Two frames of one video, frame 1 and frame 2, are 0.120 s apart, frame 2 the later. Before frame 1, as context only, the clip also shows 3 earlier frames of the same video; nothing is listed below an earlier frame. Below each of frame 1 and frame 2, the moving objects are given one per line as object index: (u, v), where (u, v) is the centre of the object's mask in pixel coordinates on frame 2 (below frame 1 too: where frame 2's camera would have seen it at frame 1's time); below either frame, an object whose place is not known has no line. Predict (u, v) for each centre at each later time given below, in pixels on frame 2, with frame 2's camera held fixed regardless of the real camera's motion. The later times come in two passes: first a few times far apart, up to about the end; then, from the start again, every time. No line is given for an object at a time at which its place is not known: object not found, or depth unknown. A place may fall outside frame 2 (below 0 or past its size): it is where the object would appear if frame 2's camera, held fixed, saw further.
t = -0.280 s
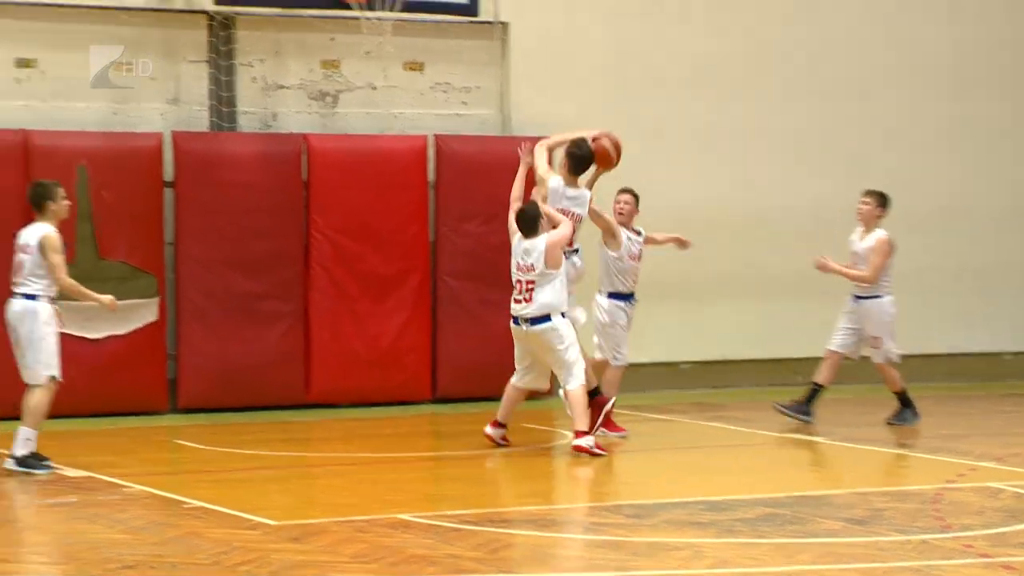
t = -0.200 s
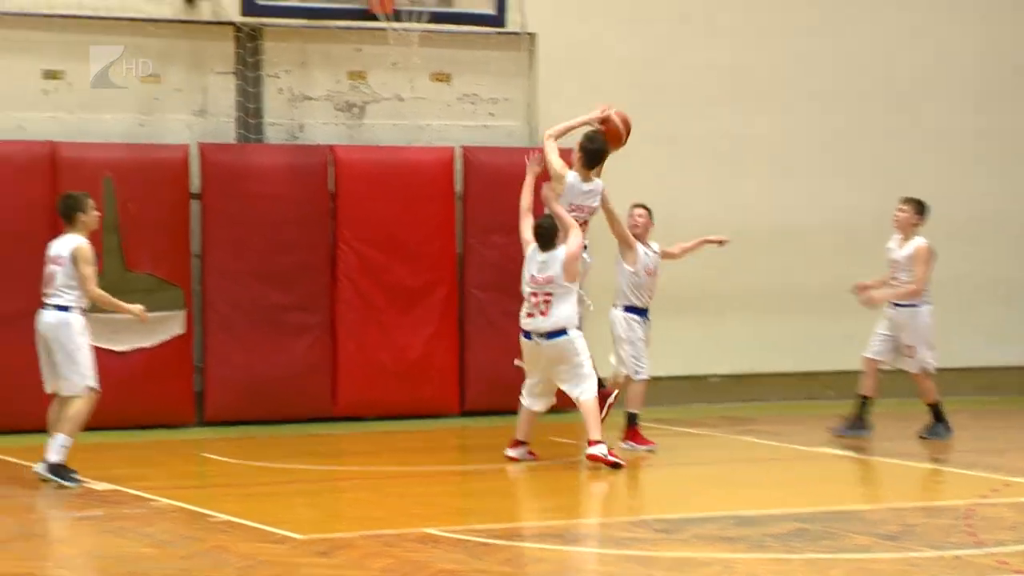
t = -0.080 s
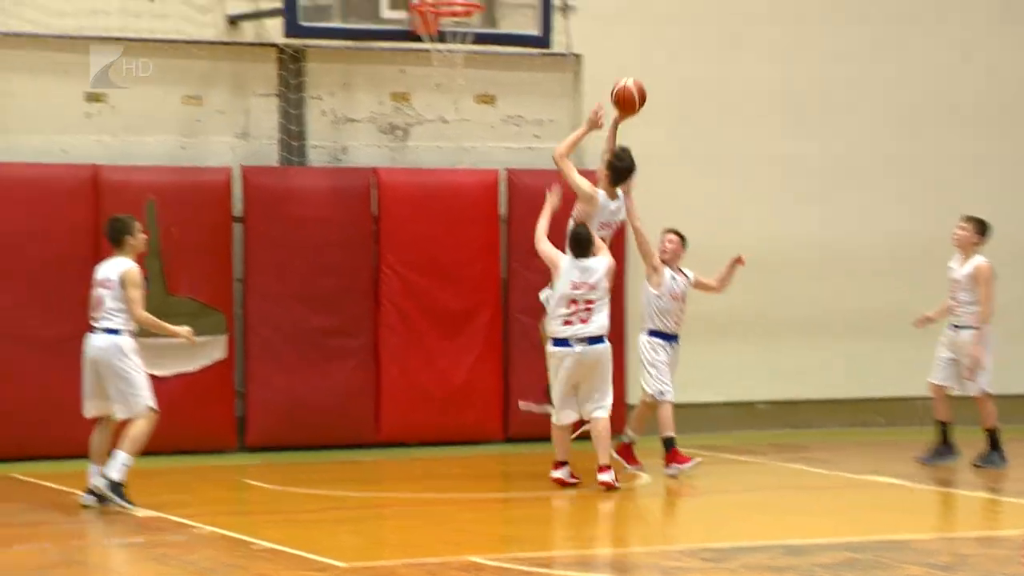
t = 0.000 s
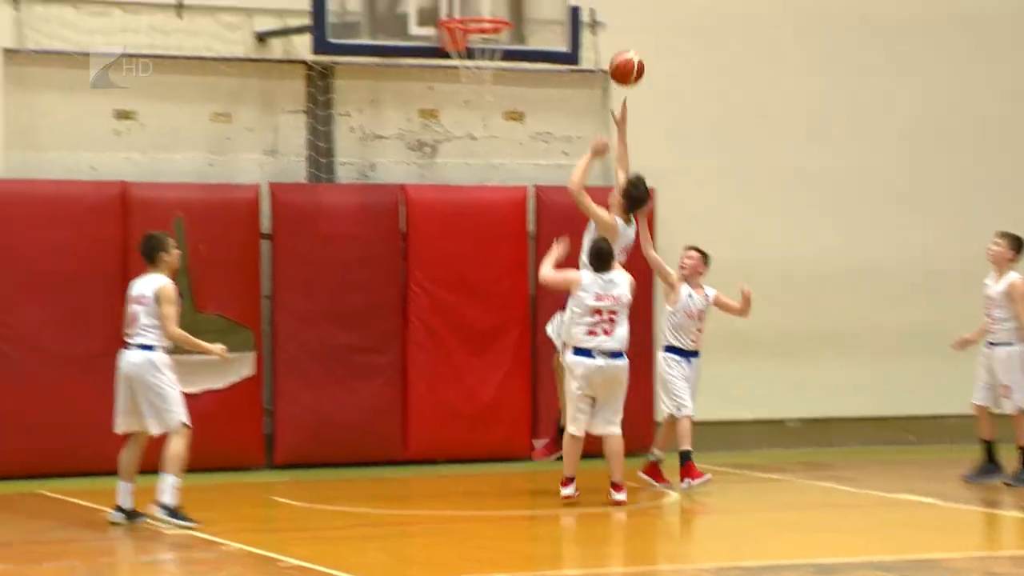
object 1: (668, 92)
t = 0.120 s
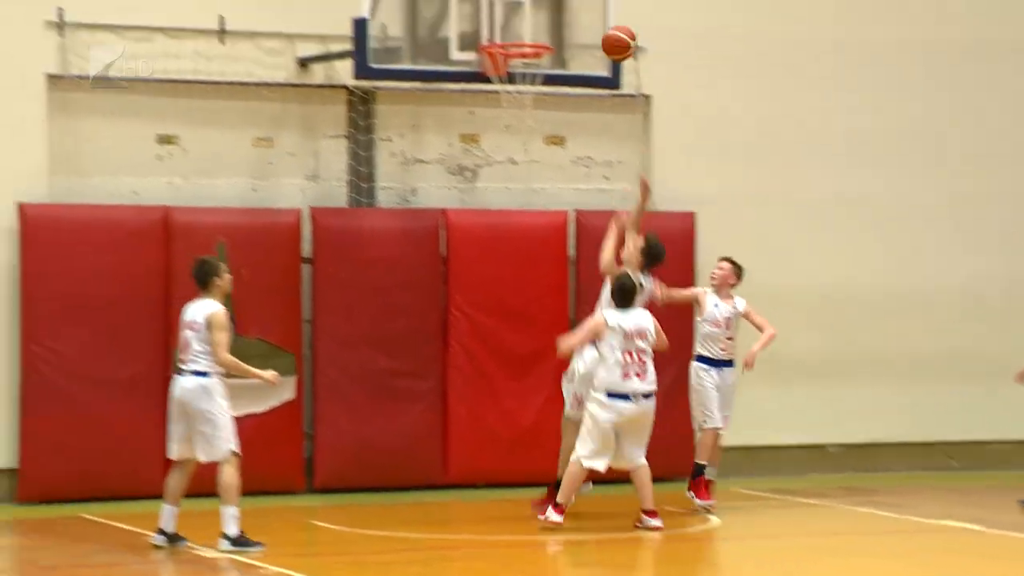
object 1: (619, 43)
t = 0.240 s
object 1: (572, 15)
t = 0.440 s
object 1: (545, 22)
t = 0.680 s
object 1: (532, 21)
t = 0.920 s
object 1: (511, 27)
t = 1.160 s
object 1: (495, 29)
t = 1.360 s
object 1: (498, 35)
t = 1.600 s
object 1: (517, 89)
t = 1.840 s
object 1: (532, 105)
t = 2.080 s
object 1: (515, 137)
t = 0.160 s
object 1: (603, 31)
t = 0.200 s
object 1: (587, 22)
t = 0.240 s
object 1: (572, 15)
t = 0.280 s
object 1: (557, 11)
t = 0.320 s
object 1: (547, 9)
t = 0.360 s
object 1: (546, 11)
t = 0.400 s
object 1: (545, 15)
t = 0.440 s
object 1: (545, 22)
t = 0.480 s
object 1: (545, 29)
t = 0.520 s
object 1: (543, 27)
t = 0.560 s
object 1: (540, 22)
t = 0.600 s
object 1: (537, 19)
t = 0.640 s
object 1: (534, 19)
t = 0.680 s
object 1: (532, 21)
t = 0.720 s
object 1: (529, 25)
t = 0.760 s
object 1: (527, 29)
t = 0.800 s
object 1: (523, 27)
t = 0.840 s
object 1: (518, 27)
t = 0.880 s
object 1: (514, 28)
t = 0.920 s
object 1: (511, 27)
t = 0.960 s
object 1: (508, 28)
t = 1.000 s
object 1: (504, 28)
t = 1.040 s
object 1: (501, 28)
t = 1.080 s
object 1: (499, 28)
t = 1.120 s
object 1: (497, 28)
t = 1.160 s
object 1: (495, 29)
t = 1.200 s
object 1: (494, 30)
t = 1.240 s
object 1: (494, 31)
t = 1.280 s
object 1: (495, 32)
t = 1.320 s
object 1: (496, 33)
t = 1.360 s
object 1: (498, 35)
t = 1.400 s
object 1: (501, 43)
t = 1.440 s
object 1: (505, 49)
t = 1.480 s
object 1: (508, 63)
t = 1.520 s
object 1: (513, 70)
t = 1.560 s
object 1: (514, 79)
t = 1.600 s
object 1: (517, 89)
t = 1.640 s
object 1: (521, 92)
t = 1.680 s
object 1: (524, 94)
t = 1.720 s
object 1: (528, 96)
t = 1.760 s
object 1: (531, 100)
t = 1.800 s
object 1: (532, 103)
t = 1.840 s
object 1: (532, 105)
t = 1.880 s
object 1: (531, 109)
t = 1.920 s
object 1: (529, 112)
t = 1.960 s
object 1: (526, 115)
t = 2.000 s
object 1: (522, 120)
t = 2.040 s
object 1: (519, 128)
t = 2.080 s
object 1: (515, 137)
